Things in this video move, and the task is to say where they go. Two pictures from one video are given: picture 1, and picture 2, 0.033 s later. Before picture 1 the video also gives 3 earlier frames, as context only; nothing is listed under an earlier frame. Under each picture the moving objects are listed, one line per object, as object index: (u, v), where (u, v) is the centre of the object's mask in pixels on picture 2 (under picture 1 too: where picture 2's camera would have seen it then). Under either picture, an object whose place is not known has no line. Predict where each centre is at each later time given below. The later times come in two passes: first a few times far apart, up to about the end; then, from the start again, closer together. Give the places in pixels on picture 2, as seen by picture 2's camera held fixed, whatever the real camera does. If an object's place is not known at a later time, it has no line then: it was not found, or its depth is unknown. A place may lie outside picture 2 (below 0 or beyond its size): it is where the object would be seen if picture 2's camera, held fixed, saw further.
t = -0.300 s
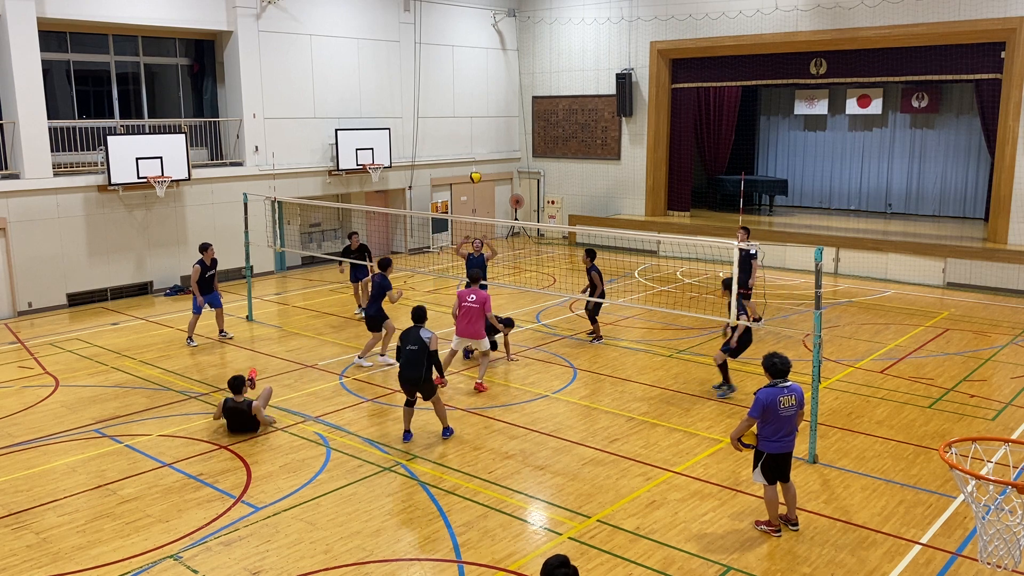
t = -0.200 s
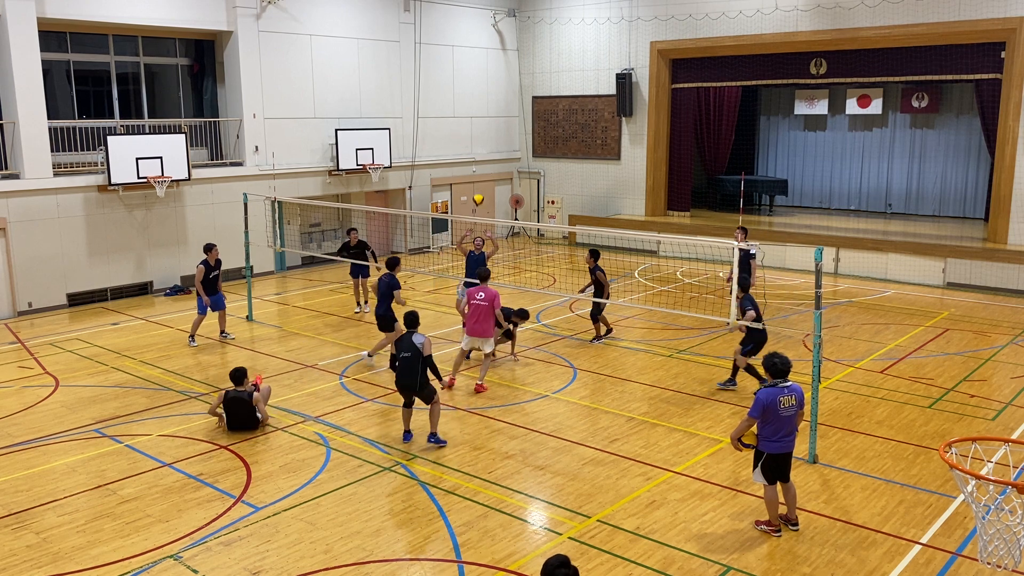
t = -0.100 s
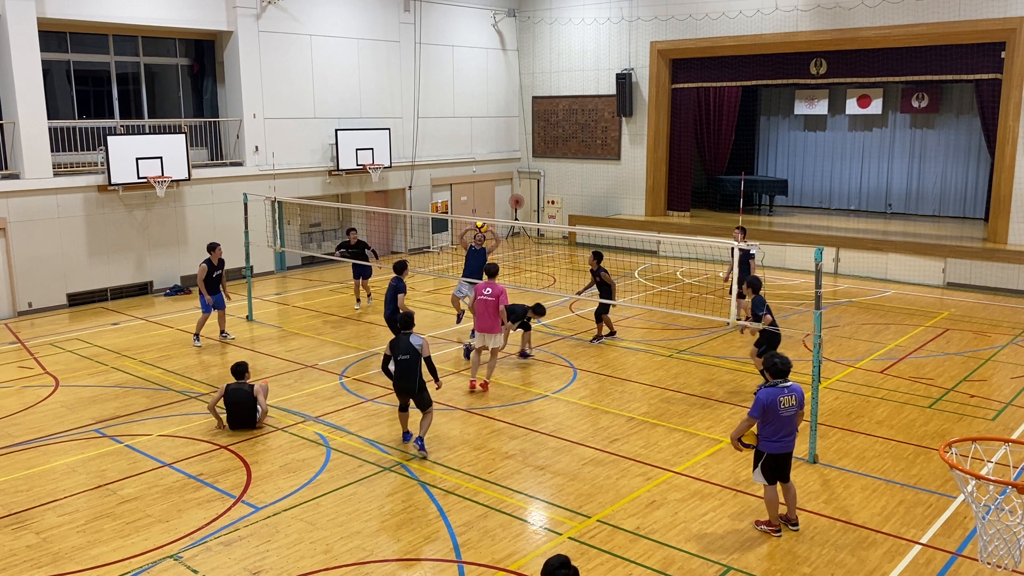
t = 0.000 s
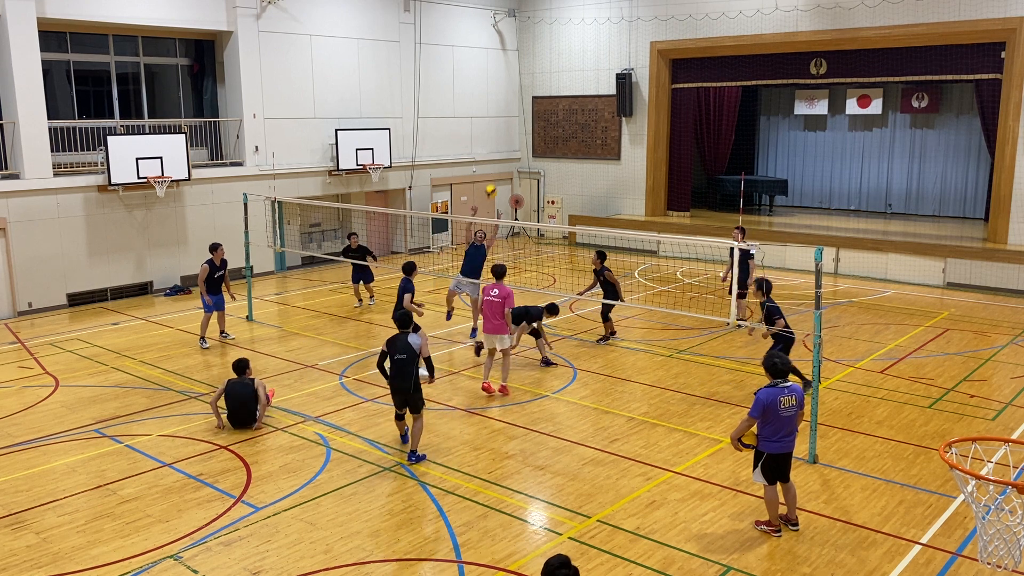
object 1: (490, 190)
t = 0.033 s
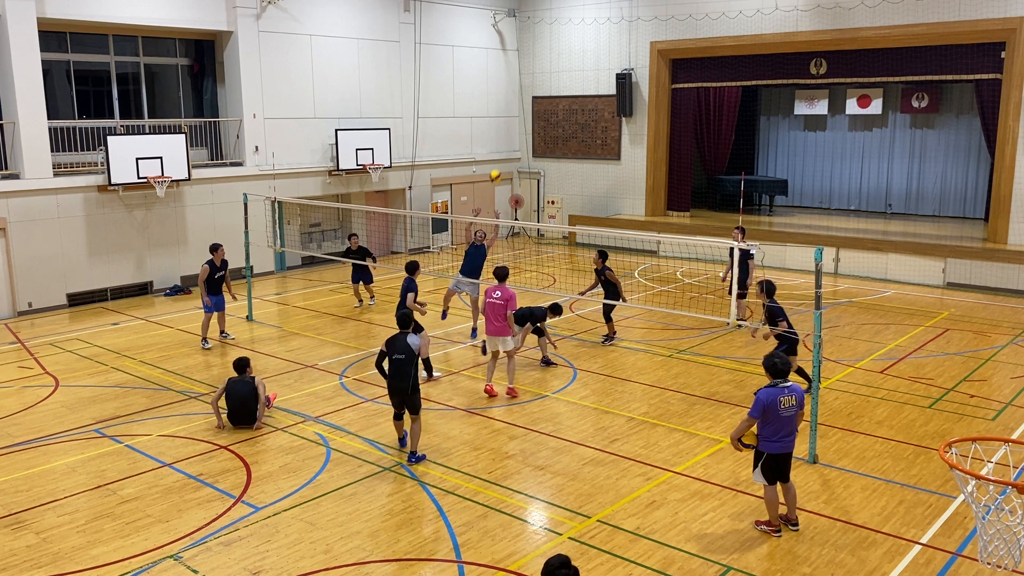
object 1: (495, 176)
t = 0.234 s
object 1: (522, 99)
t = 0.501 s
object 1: (563, 31)
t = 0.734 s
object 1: (600, 9)
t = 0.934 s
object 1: (632, 21)
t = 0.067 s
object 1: (499, 161)
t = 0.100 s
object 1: (504, 147)
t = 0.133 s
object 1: (508, 134)
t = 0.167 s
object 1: (513, 121)
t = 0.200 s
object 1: (517, 110)
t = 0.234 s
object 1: (522, 99)
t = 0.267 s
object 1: (527, 88)
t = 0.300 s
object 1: (532, 78)
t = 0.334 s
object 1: (537, 69)
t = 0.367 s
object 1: (542, 60)
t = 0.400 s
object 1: (547, 52)
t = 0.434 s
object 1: (553, 44)
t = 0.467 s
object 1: (558, 37)
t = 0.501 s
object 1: (563, 31)
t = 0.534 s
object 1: (568, 26)
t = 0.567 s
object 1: (574, 21)
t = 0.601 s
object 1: (579, 17)
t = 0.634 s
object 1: (584, 14)
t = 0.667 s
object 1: (589, 11)
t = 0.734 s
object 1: (600, 9)
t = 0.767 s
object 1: (606, 9)
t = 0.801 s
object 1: (611, 10)
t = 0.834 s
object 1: (616, 12)
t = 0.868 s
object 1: (622, 14)
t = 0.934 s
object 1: (632, 21)
